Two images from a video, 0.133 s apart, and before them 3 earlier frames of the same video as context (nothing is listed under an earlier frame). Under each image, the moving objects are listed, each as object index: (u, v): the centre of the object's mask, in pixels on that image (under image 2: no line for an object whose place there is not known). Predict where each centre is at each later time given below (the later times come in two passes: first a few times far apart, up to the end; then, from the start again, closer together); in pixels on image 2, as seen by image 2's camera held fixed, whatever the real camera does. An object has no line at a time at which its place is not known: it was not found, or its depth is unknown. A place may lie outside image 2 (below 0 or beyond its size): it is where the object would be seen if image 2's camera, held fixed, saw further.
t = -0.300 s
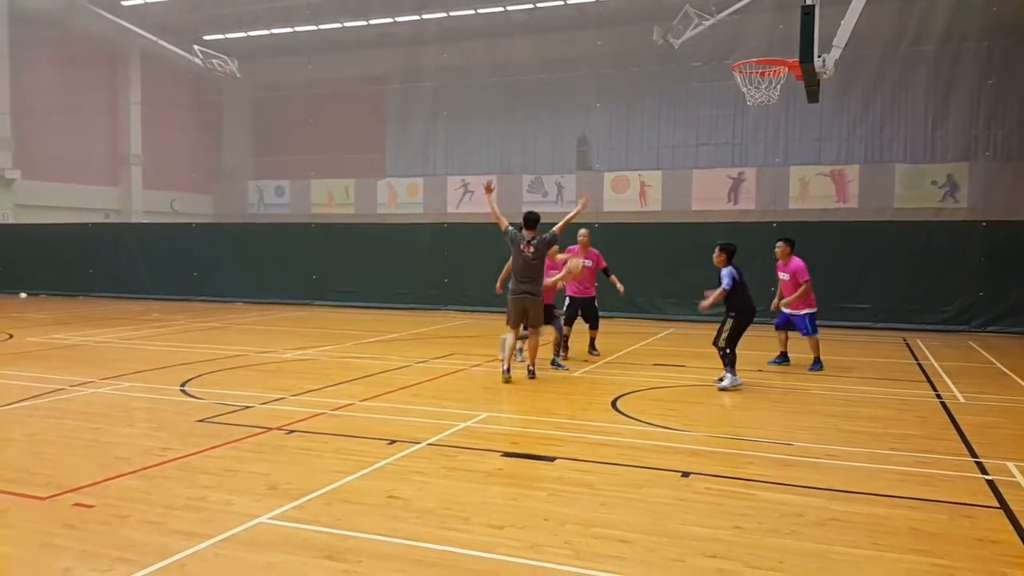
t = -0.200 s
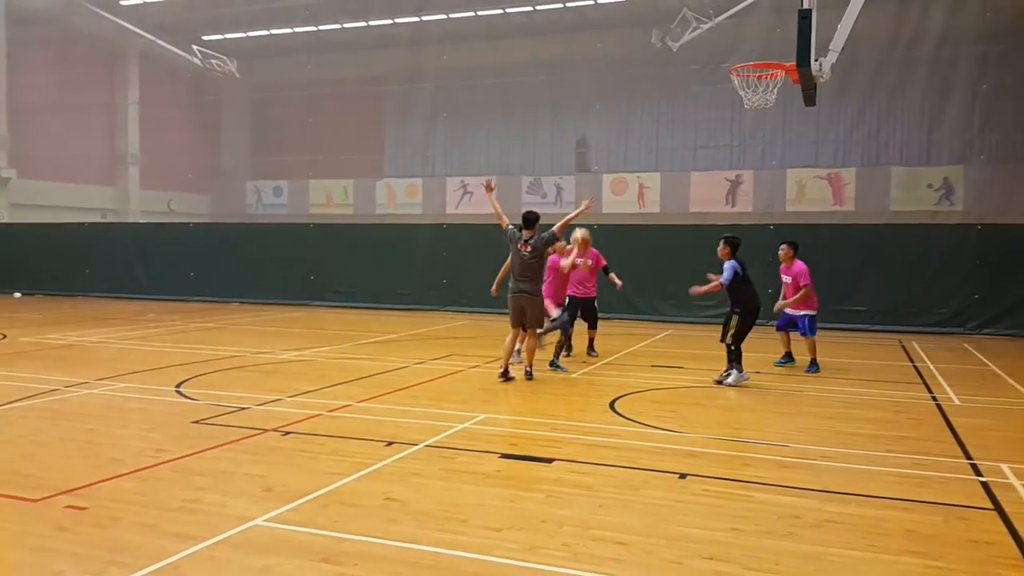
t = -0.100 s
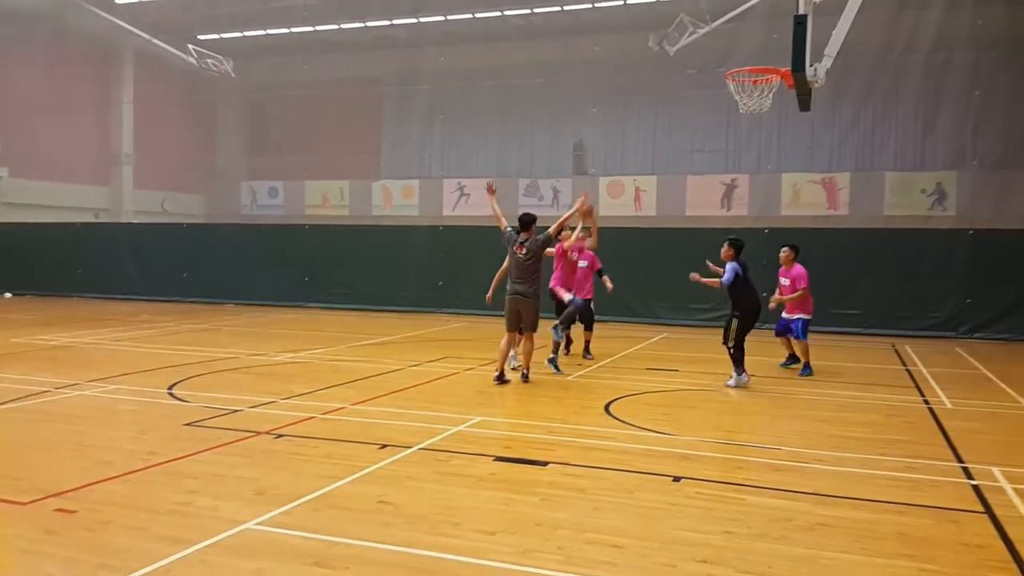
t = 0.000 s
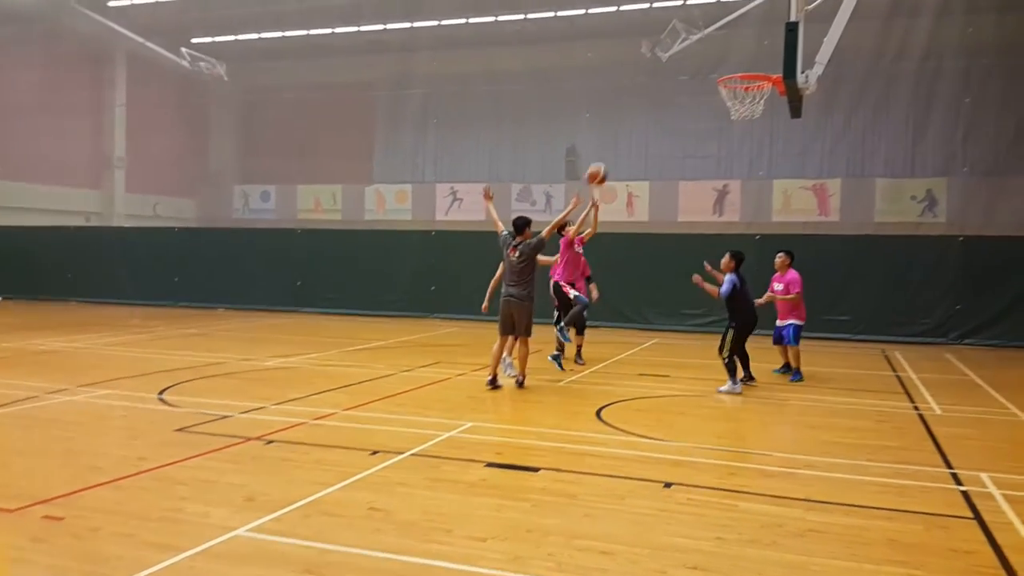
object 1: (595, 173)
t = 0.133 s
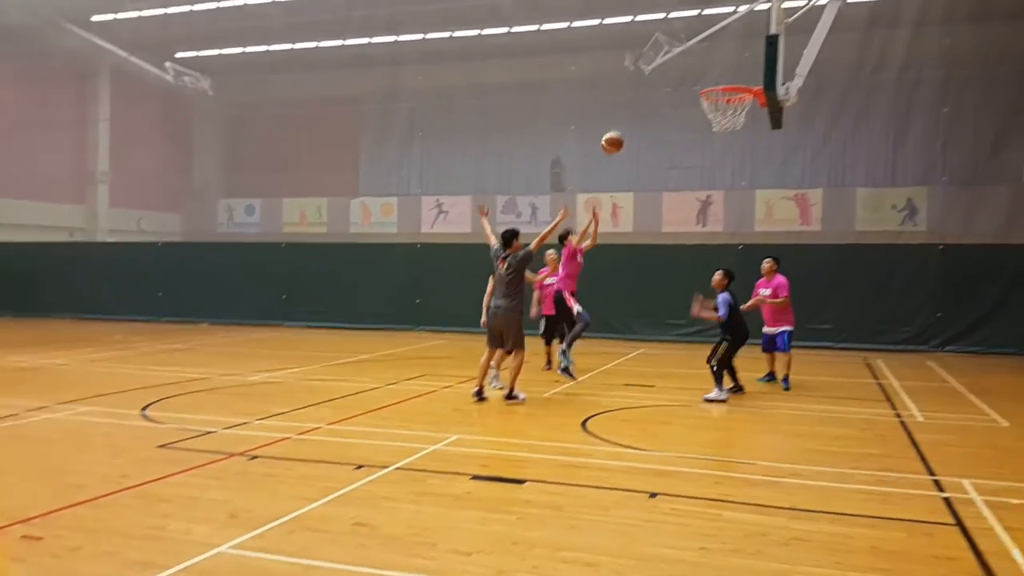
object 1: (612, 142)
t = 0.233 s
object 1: (637, 115)
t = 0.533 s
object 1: (722, 82)
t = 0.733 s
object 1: (752, 73)
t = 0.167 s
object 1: (620, 132)
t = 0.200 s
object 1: (628, 123)
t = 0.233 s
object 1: (637, 115)
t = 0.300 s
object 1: (655, 103)
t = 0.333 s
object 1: (664, 98)
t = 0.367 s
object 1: (673, 94)
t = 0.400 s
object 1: (682, 91)
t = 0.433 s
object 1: (691, 87)
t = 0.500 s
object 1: (712, 82)
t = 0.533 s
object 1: (722, 82)
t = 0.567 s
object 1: (730, 81)
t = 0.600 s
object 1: (737, 78)
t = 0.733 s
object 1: (752, 73)
